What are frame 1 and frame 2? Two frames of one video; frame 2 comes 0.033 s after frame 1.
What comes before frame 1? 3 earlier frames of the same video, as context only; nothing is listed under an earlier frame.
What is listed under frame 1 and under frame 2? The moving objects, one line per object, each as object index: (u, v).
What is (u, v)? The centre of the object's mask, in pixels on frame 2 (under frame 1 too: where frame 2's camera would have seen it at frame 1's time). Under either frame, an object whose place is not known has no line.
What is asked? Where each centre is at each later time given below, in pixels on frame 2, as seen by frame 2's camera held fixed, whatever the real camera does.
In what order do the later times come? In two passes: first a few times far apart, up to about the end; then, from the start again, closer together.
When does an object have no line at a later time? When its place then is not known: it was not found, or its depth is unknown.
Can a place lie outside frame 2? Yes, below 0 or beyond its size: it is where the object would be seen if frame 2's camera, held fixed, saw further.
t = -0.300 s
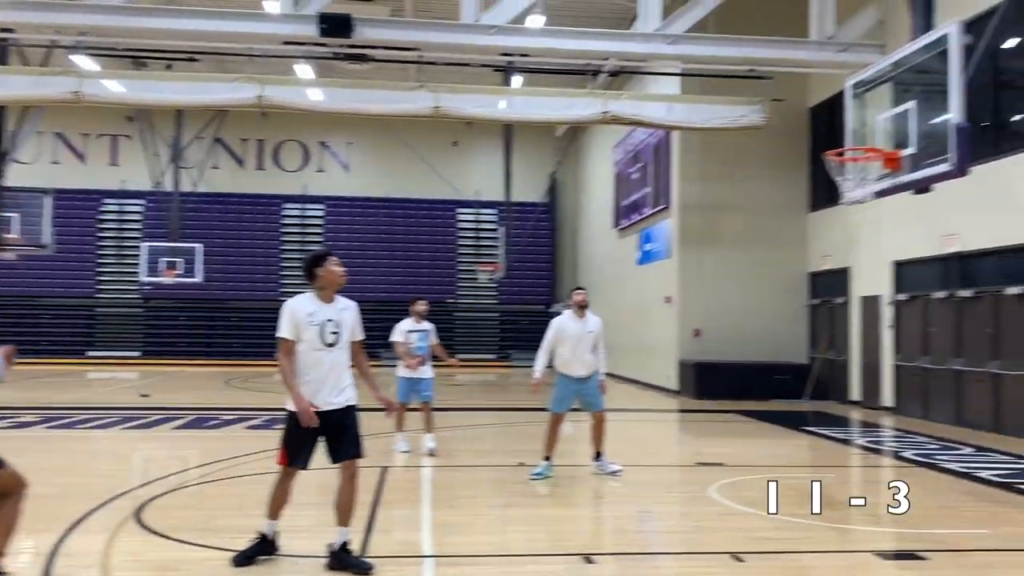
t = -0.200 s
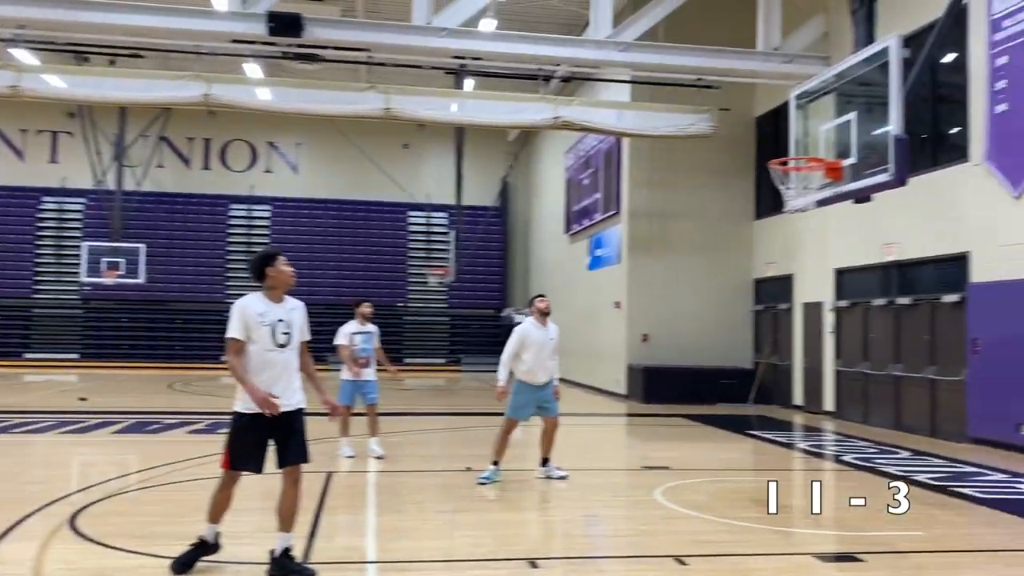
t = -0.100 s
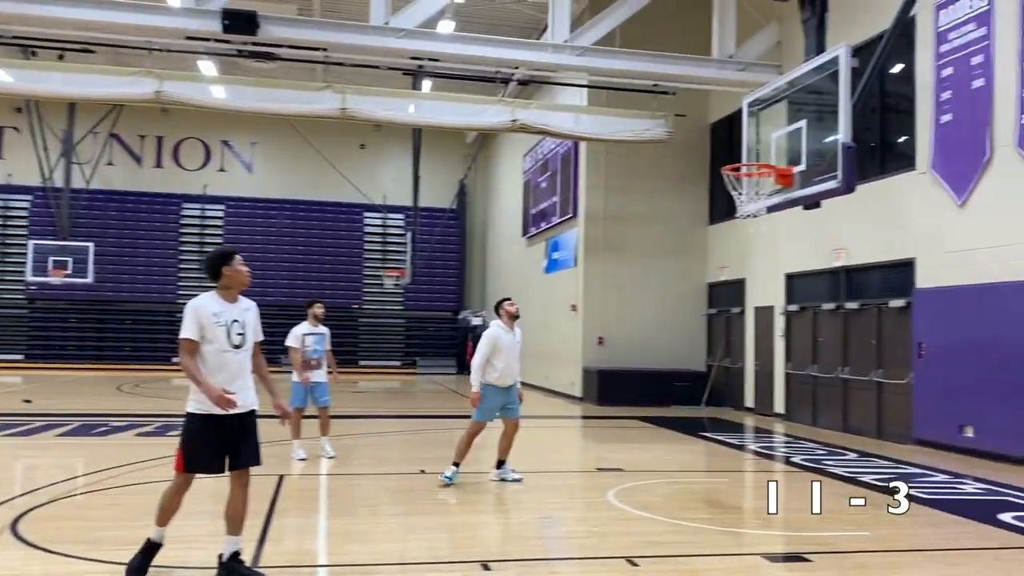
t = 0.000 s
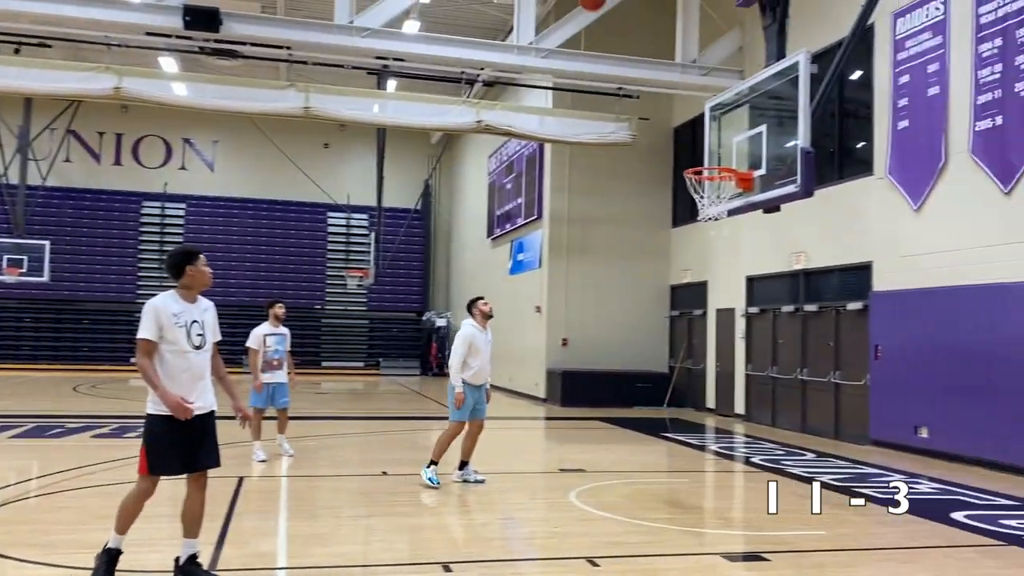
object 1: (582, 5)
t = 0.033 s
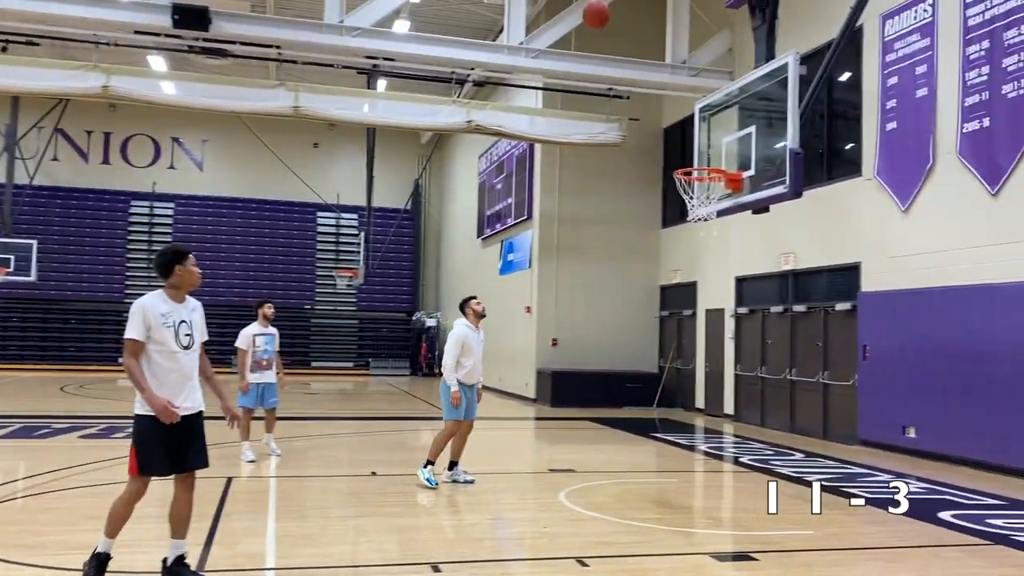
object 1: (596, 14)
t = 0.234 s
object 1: (667, 129)
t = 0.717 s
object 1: (657, 162)
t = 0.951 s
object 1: (629, 215)
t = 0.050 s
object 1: (603, 22)
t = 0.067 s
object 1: (609, 31)
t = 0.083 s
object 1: (615, 40)
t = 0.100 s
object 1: (621, 49)
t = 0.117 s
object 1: (627, 58)
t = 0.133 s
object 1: (633, 68)
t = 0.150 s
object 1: (639, 78)
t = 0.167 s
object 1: (644, 89)
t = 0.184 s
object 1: (650, 99)
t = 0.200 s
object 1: (656, 108)
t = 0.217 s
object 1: (661, 118)
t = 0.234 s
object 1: (667, 129)
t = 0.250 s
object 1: (672, 140)
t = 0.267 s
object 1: (677, 150)
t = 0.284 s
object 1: (683, 159)
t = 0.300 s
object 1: (688, 163)
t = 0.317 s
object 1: (695, 163)
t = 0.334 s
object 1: (703, 164)
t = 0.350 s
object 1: (709, 165)
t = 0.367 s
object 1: (709, 164)
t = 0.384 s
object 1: (709, 163)
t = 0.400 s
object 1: (709, 162)
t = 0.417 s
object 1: (704, 161)
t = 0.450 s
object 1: (693, 160)
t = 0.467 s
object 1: (688, 160)
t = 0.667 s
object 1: (663, 158)
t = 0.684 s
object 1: (661, 159)
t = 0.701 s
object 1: (659, 160)
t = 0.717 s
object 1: (657, 162)
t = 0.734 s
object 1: (655, 164)
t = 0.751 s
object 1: (653, 167)
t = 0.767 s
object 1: (650, 169)
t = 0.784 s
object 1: (649, 172)
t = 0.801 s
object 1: (647, 175)
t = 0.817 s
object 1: (645, 179)
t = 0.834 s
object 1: (642, 182)
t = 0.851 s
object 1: (640, 187)
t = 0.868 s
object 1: (638, 191)
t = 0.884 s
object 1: (637, 195)
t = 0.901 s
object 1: (635, 200)
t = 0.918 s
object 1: (633, 204)
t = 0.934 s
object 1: (631, 210)
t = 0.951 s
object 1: (629, 215)
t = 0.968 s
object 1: (627, 221)
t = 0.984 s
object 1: (625, 226)
